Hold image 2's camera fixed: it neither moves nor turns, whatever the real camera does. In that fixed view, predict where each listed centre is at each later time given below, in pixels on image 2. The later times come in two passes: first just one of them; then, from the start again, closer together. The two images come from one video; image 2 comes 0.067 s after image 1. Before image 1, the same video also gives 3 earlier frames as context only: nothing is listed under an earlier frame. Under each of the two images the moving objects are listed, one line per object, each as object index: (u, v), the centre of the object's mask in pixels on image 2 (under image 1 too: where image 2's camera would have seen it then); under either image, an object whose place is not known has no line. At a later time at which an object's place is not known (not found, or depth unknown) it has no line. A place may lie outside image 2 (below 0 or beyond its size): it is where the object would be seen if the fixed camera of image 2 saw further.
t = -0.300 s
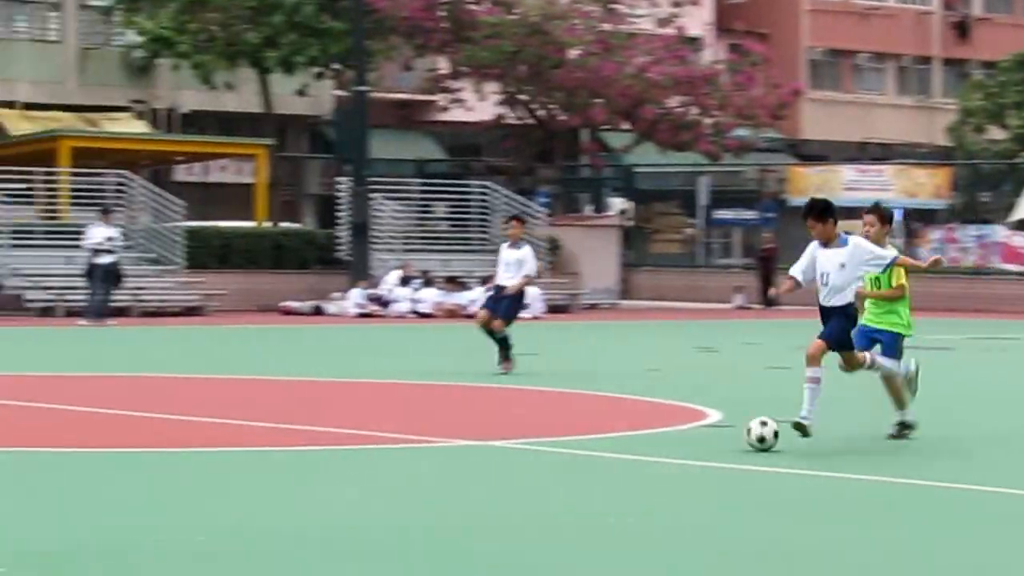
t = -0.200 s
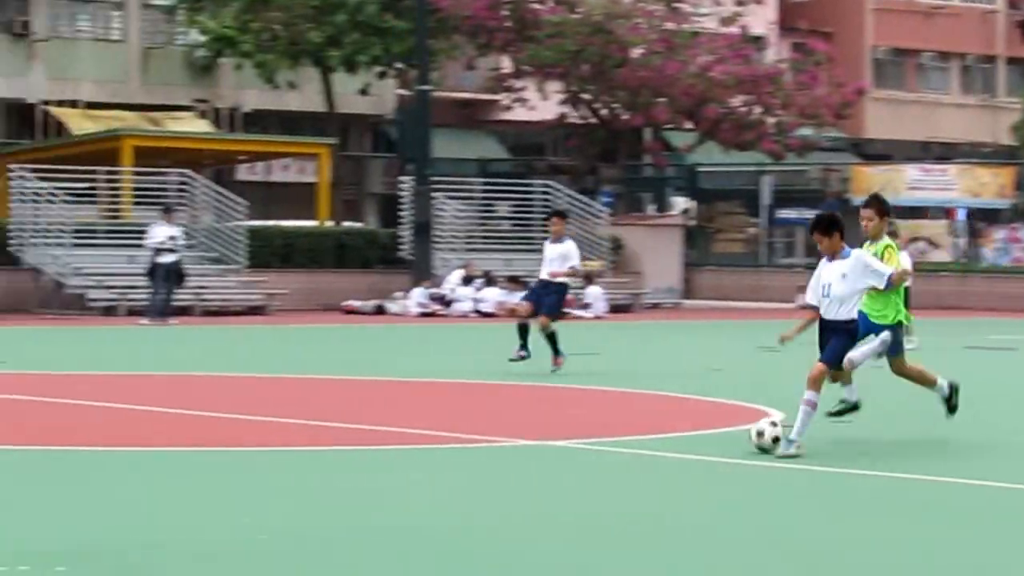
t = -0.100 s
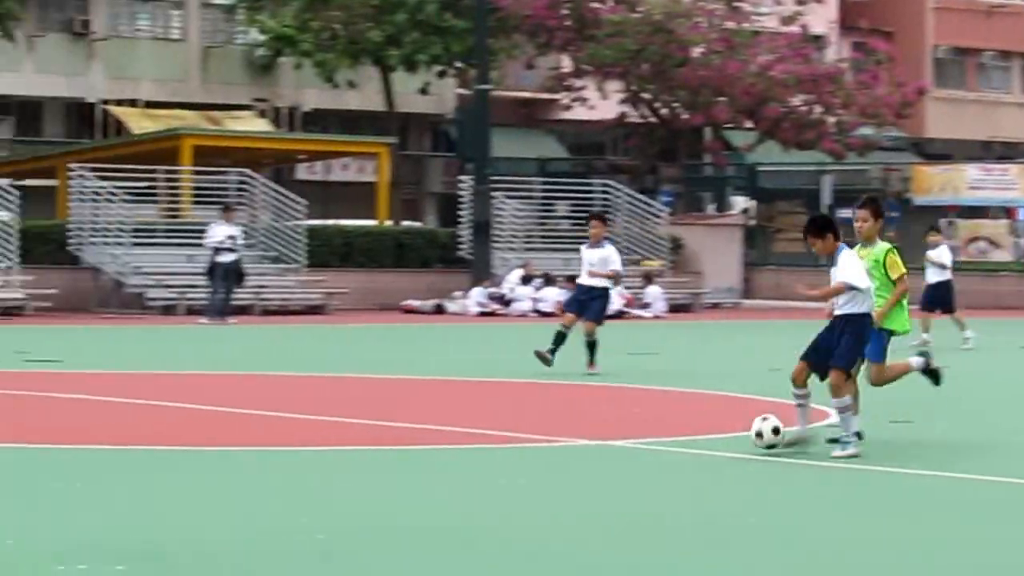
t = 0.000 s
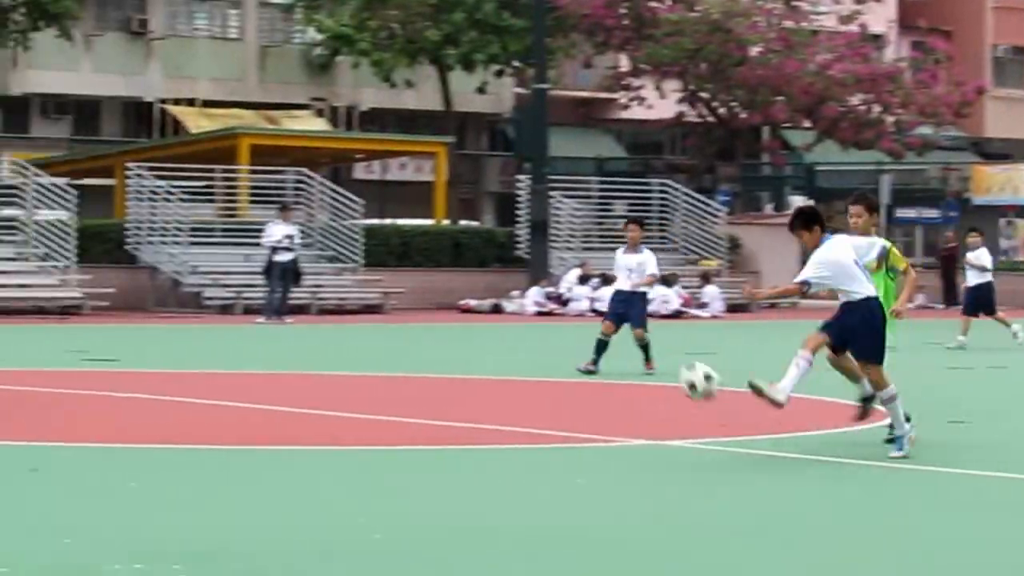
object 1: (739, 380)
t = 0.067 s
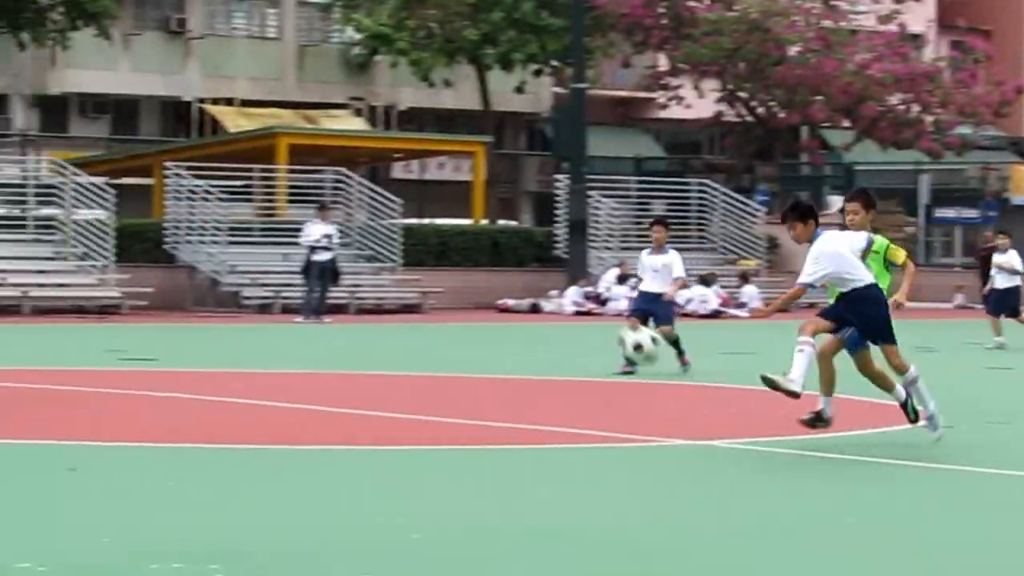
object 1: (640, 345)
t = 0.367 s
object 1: (118, 246)
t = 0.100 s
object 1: (589, 329)
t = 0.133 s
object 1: (536, 312)
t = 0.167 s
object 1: (481, 299)
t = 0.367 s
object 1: (118, 246)
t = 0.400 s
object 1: (48, 245)
